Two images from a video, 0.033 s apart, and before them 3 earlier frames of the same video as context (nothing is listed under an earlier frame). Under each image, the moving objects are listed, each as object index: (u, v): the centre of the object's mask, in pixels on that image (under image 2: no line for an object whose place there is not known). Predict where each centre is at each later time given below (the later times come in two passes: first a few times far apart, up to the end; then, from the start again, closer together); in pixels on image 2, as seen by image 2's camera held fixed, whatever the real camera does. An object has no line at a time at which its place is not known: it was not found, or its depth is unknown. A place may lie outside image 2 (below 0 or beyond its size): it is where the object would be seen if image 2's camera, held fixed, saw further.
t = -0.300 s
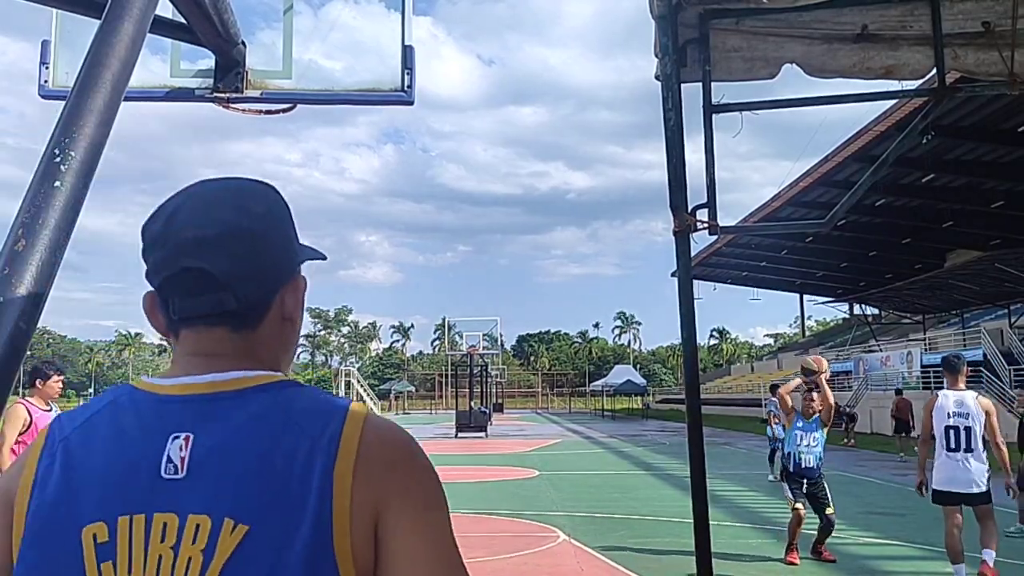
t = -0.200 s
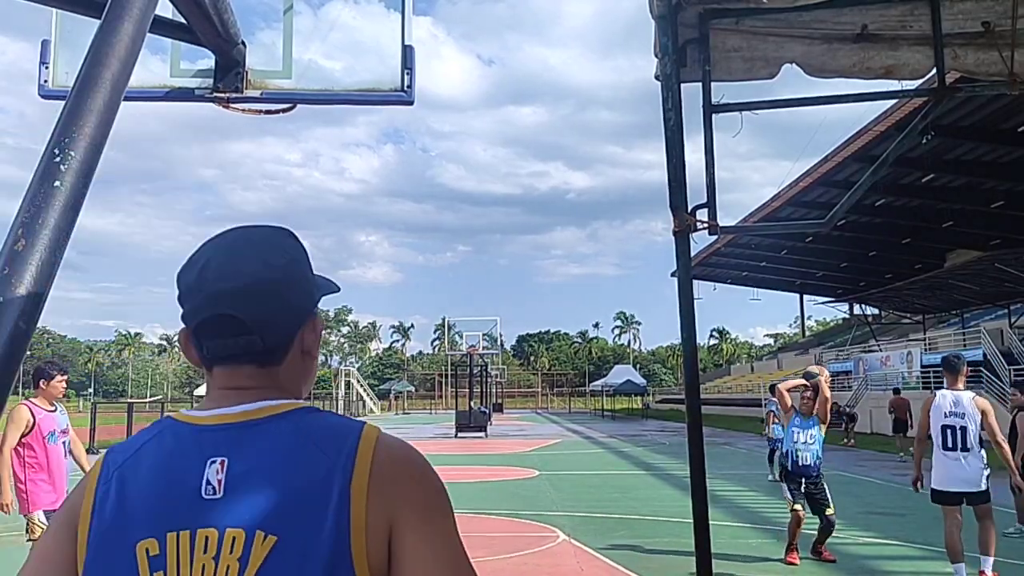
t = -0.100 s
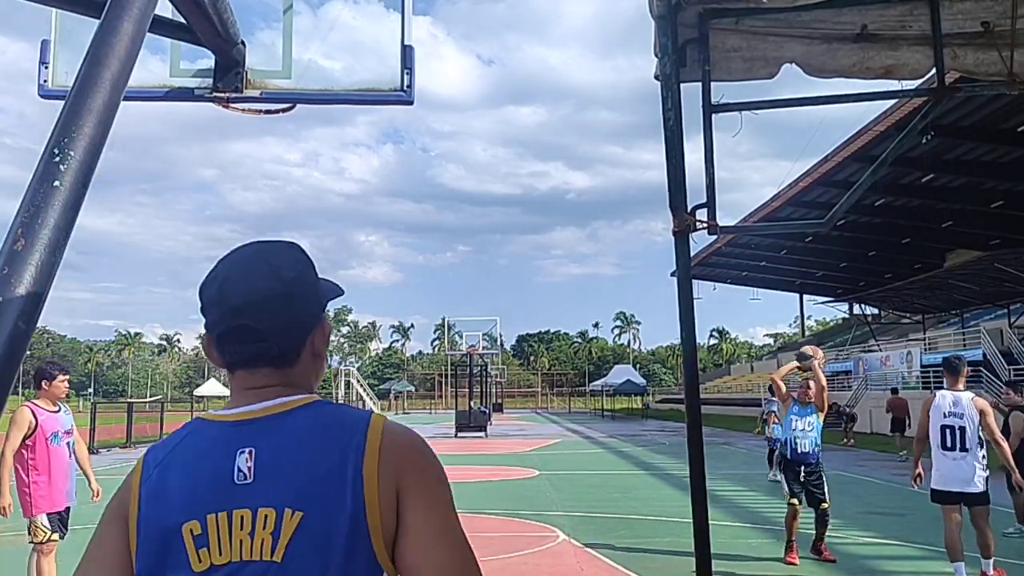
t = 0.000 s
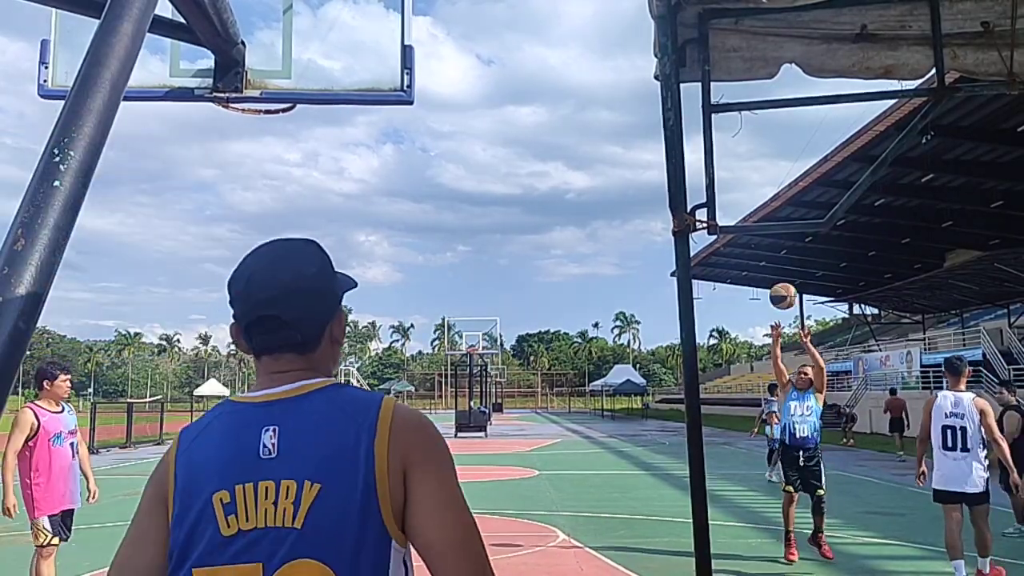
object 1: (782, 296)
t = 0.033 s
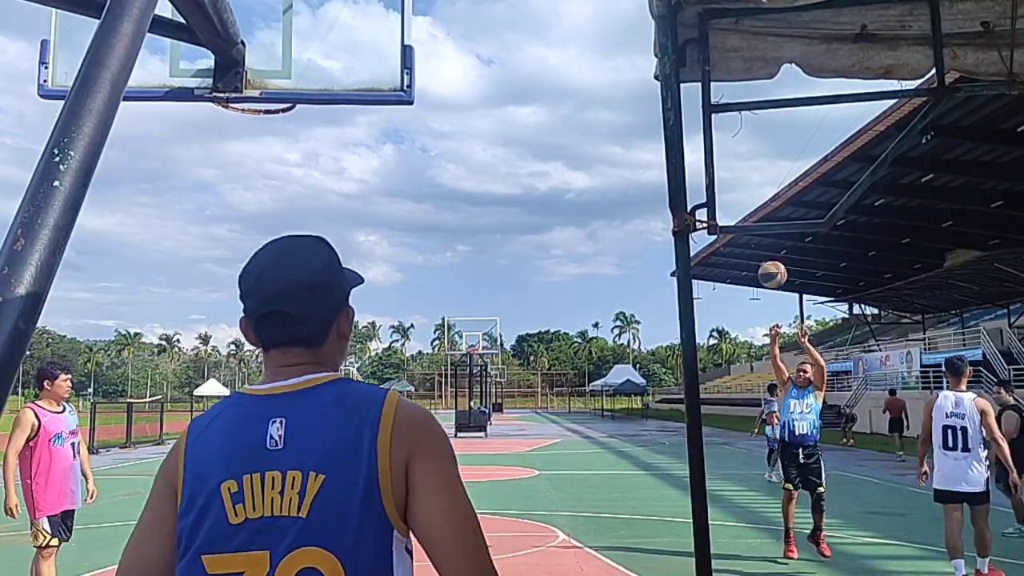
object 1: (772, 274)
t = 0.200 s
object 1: (716, 177)
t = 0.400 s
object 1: (639, 87)
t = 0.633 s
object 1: (535, 27)
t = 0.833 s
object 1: (427, 30)
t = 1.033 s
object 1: (315, 90)
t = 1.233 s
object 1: (409, 143)
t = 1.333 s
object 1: (455, 189)
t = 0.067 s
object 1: (761, 253)
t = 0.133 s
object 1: (739, 212)
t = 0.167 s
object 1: (728, 194)
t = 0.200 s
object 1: (716, 177)
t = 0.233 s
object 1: (697, 160)
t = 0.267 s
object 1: (693, 143)
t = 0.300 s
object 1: (687, 127)
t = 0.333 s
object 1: (657, 114)
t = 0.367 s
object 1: (650, 99)
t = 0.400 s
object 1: (639, 87)
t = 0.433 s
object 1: (626, 75)
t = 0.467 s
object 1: (612, 64)
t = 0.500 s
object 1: (597, 54)
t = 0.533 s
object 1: (583, 46)
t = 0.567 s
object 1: (567, 38)
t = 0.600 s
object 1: (551, 32)
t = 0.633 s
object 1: (535, 27)
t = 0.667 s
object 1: (518, 24)
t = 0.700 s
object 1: (501, 22)
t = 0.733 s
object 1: (483, 22)
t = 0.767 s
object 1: (464, 23)
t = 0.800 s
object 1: (445, 25)
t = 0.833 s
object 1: (427, 30)
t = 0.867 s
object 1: (402, 37)
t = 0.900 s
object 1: (381, 46)
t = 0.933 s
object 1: (359, 56)
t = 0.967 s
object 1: (335, 69)
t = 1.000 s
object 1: (310, 78)
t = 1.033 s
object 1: (315, 90)
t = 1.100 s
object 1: (344, 115)
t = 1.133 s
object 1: (361, 117)
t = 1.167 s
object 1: (377, 123)
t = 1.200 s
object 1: (393, 131)
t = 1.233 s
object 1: (409, 143)
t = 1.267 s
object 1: (425, 158)
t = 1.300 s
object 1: (440, 173)
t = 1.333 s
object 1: (455, 189)
